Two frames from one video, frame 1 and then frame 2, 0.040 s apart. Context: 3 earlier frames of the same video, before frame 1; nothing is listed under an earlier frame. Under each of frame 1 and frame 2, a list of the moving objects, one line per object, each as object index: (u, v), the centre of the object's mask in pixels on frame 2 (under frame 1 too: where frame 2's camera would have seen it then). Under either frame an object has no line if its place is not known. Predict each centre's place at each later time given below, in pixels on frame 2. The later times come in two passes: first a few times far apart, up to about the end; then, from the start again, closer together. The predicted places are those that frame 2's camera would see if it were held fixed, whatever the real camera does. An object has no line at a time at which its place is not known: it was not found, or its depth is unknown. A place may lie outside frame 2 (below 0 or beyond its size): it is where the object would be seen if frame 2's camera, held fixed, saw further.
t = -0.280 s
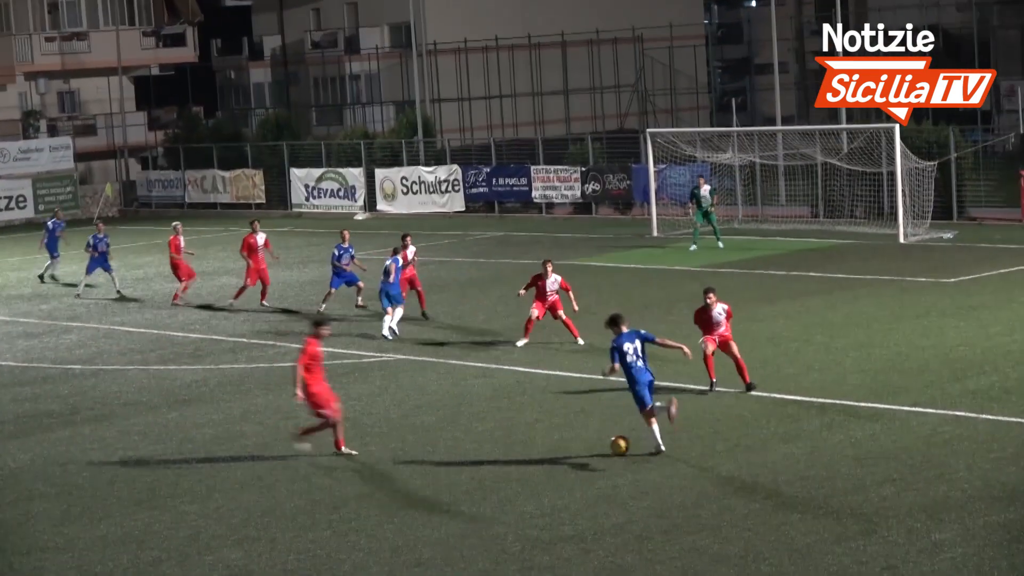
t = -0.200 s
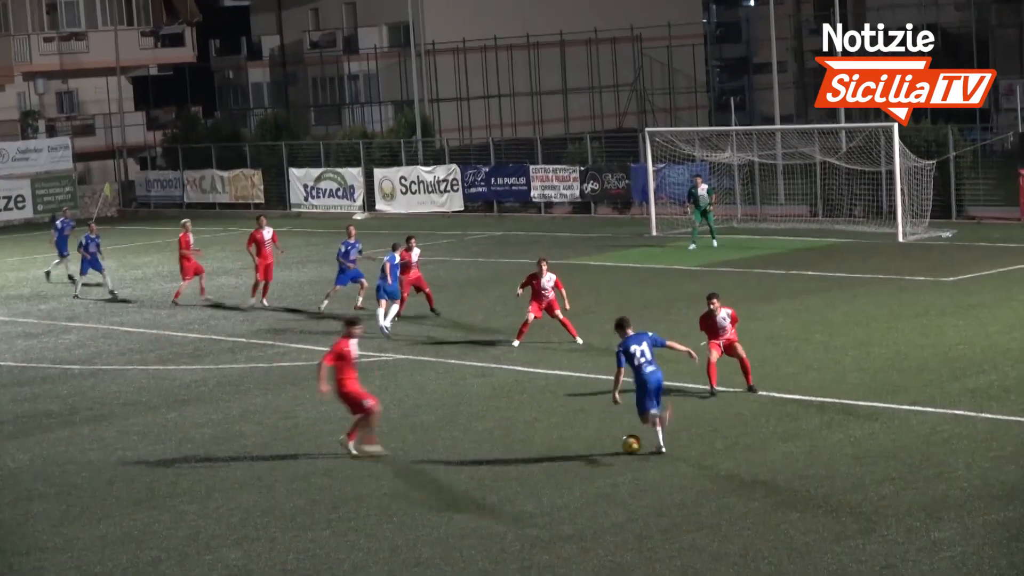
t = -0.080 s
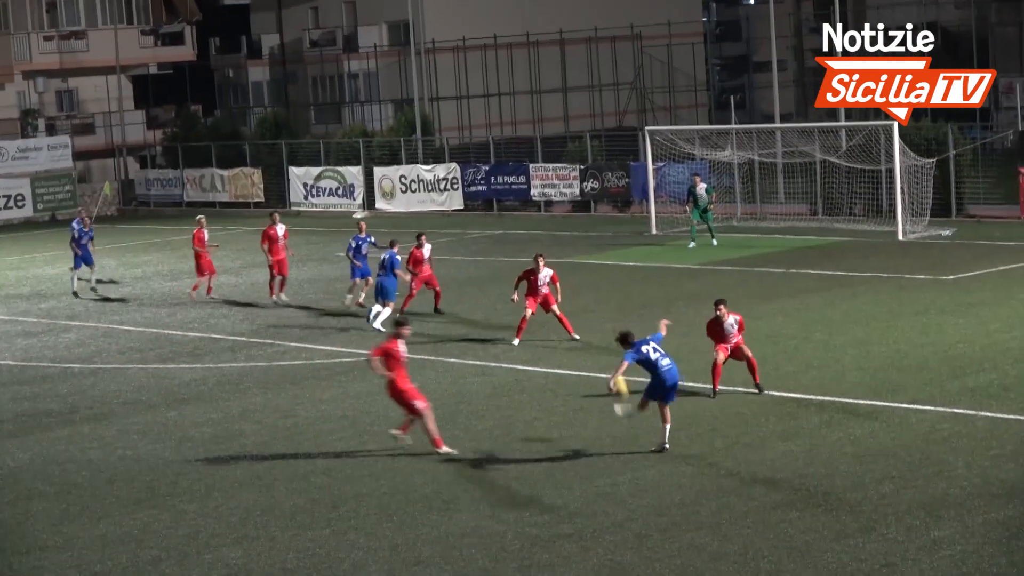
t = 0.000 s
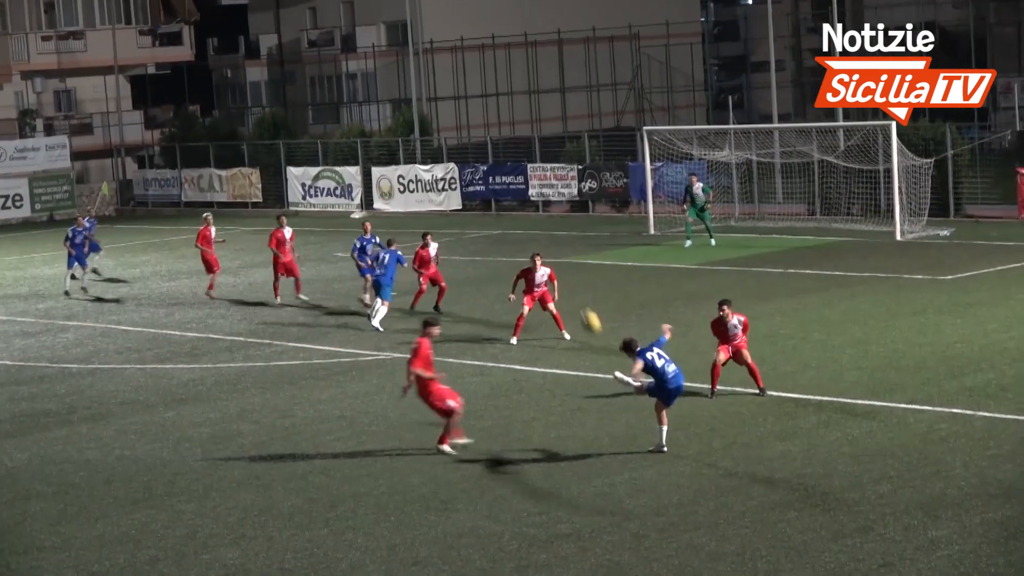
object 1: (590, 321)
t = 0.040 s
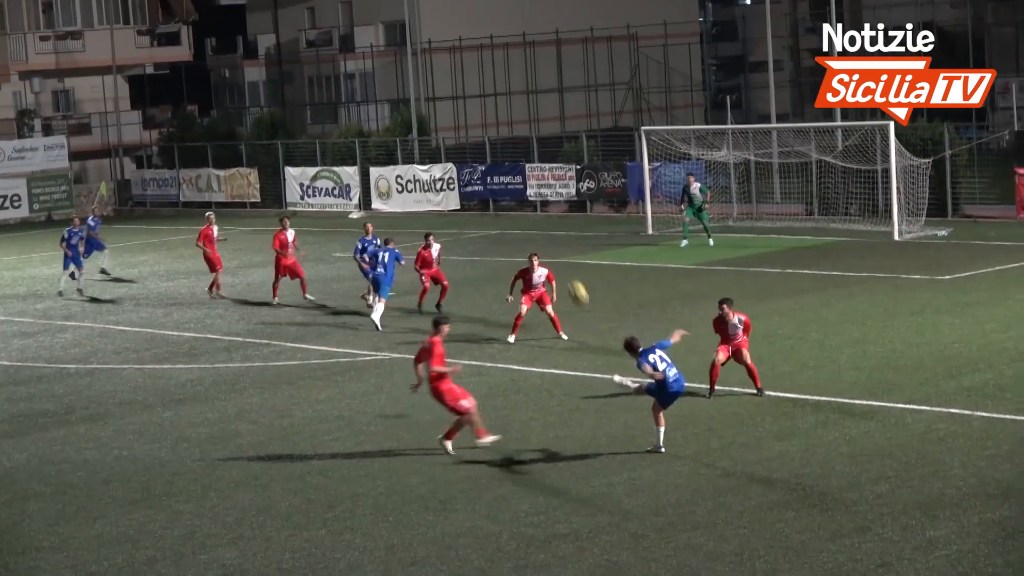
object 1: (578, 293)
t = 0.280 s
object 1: (538, 171)
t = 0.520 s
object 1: (520, 110)
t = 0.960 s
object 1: (528, 102)
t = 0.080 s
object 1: (570, 268)
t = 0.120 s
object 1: (561, 243)
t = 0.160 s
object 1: (554, 223)
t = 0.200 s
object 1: (548, 203)
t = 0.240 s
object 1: (542, 188)
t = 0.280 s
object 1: (538, 171)
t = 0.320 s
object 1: (532, 157)
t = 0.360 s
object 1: (529, 145)
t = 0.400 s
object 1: (527, 134)
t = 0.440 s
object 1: (524, 125)
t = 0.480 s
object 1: (522, 117)
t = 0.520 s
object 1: (520, 110)
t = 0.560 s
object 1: (518, 104)
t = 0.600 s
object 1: (518, 100)
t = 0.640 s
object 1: (517, 97)
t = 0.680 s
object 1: (518, 94)
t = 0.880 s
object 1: (523, 99)
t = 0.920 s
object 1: (525, 100)
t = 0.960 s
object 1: (528, 102)
